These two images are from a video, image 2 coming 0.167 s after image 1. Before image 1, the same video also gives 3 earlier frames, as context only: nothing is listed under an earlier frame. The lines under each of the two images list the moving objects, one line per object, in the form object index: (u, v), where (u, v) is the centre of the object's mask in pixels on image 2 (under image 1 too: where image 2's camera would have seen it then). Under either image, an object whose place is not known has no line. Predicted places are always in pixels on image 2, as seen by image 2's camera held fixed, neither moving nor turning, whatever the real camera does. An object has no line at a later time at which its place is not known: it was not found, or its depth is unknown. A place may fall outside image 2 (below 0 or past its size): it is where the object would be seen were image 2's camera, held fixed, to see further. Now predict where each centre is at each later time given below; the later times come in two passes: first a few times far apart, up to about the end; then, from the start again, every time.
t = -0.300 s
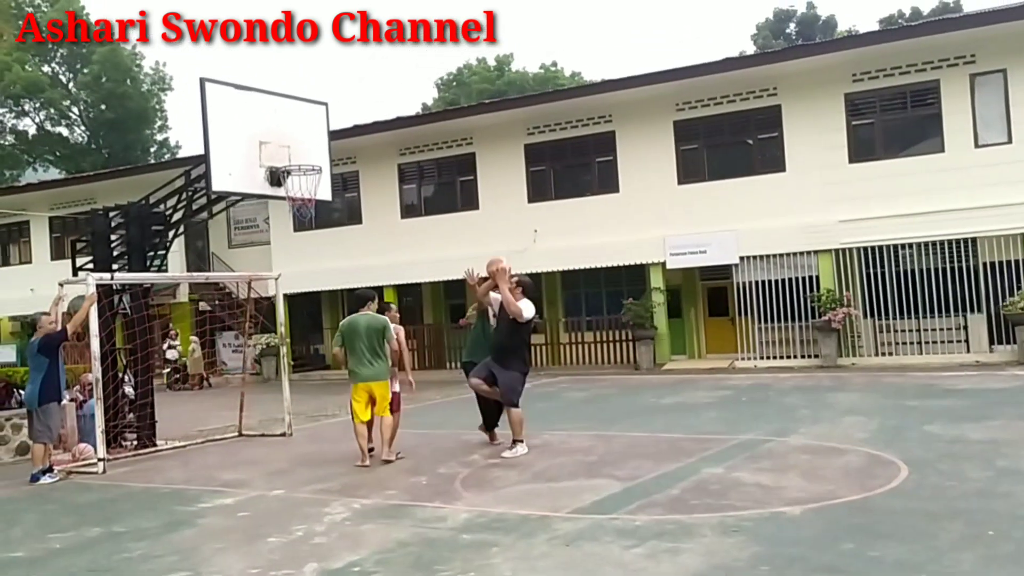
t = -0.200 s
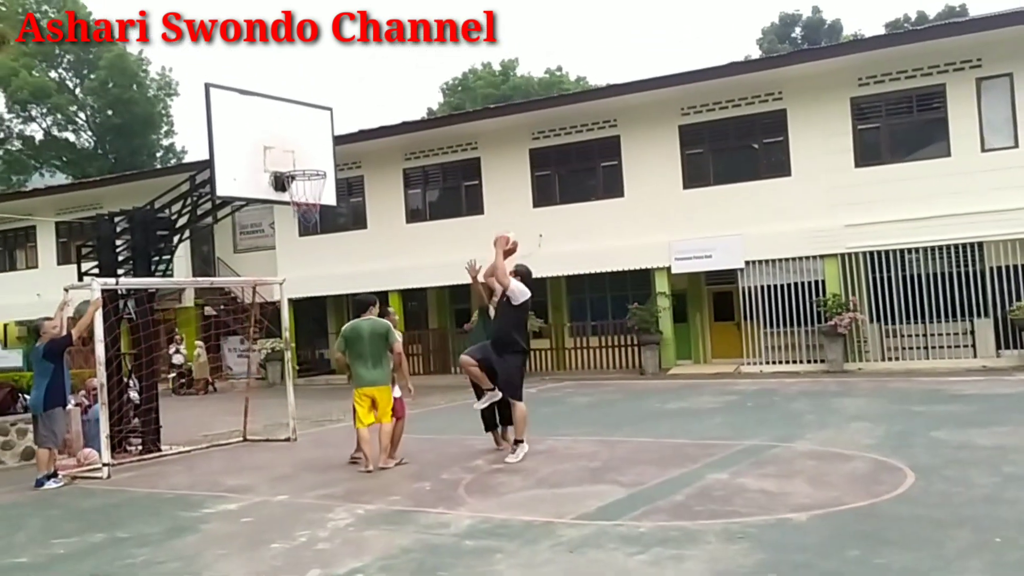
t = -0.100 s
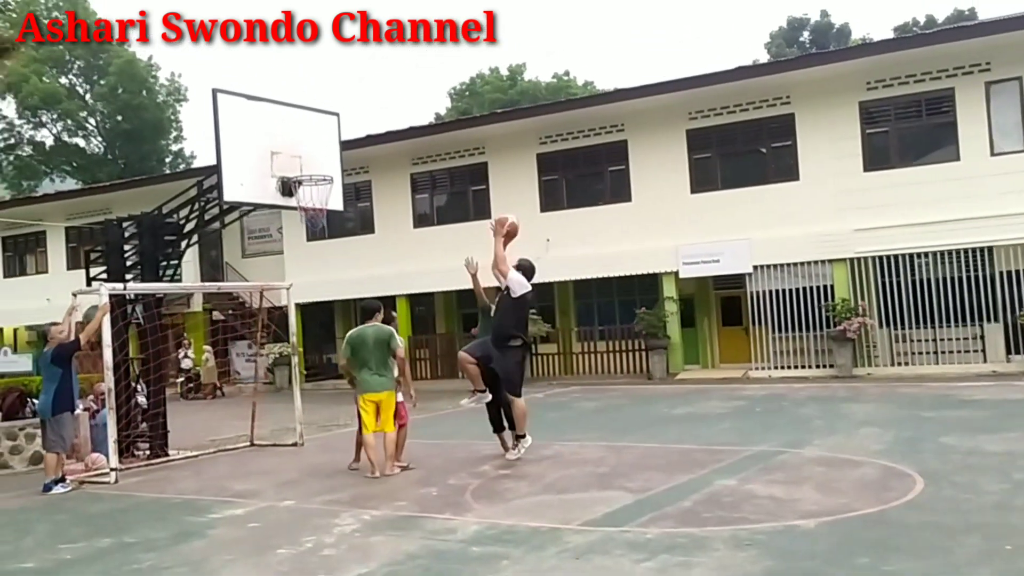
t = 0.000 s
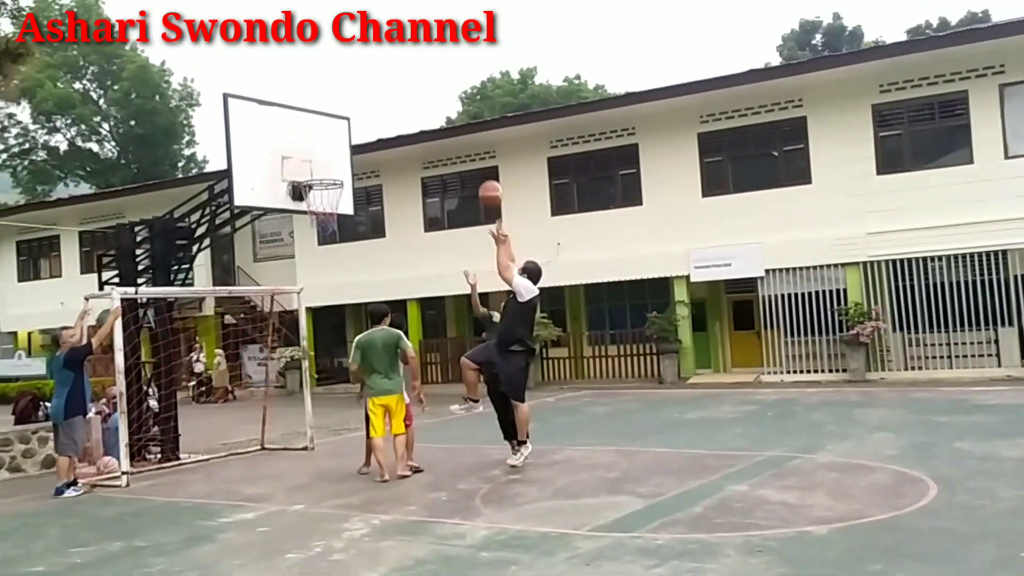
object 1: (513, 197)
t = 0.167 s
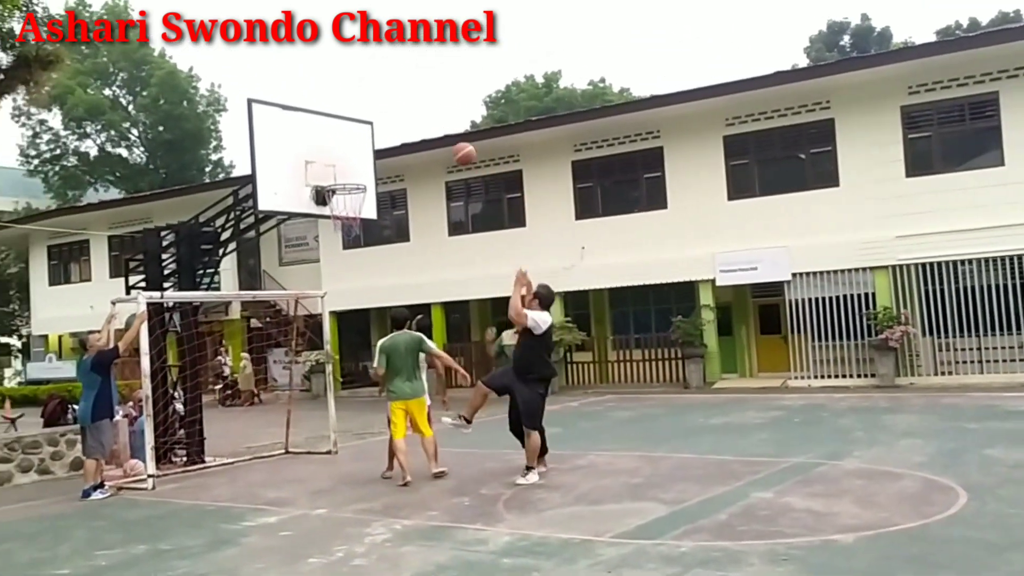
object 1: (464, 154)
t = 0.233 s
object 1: (444, 145)
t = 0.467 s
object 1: (382, 145)
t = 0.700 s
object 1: (333, 174)
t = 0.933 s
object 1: (334, 156)
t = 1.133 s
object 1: (339, 179)
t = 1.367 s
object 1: (339, 184)
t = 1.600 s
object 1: (341, 212)
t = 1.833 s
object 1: (342, 232)
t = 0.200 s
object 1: (454, 148)
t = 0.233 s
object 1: (444, 145)
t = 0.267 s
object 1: (435, 142)
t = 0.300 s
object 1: (425, 141)
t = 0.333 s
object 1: (416, 140)
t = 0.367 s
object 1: (407, 139)
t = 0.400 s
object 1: (399, 140)
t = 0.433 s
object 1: (390, 142)
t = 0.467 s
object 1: (382, 145)
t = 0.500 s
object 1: (374, 149)
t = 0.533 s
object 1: (366, 153)
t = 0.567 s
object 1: (358, 159)
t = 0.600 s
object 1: (350, 166)
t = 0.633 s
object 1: (343, 173)
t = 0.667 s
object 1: (336, 180)
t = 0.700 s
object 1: (333, 174)
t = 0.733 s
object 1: (331, 169)
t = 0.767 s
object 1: (331, 164)
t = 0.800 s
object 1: (332, 161)
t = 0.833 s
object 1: (332, 158)
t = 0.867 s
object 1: (333, 156)
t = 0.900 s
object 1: (333, 156)
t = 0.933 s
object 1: (334, 156)
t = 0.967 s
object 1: (335, 157)
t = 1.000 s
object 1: (336, 160)
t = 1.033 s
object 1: (336, 163)
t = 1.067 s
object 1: (337, 167)
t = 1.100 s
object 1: (338, 172)
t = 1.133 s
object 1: (339, 179)
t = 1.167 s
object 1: (339, 180)
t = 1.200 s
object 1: (339, 178)
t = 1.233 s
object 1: (339, 178)
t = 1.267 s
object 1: (339, 179)
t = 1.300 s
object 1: (339, 180)
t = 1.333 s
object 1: (338, 183)
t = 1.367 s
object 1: (339, 184)
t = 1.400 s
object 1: (339, 186)
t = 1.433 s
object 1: (339, 189)
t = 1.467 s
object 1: (340, 194)
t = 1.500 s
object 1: (340, 198)
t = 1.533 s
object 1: (341, 203)
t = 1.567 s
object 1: (341, 209)
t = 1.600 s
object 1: (341, 212)
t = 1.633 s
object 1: (341, 213)
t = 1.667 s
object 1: (341, 214)
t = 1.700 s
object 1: (341, 216)
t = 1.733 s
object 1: (341, 219)
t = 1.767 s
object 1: (341, 222)
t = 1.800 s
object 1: (341, 226)
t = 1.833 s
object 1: (342, 232)
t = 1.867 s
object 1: (342, 238)
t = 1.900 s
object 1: (343, 246)
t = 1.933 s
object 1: (343, 254)
